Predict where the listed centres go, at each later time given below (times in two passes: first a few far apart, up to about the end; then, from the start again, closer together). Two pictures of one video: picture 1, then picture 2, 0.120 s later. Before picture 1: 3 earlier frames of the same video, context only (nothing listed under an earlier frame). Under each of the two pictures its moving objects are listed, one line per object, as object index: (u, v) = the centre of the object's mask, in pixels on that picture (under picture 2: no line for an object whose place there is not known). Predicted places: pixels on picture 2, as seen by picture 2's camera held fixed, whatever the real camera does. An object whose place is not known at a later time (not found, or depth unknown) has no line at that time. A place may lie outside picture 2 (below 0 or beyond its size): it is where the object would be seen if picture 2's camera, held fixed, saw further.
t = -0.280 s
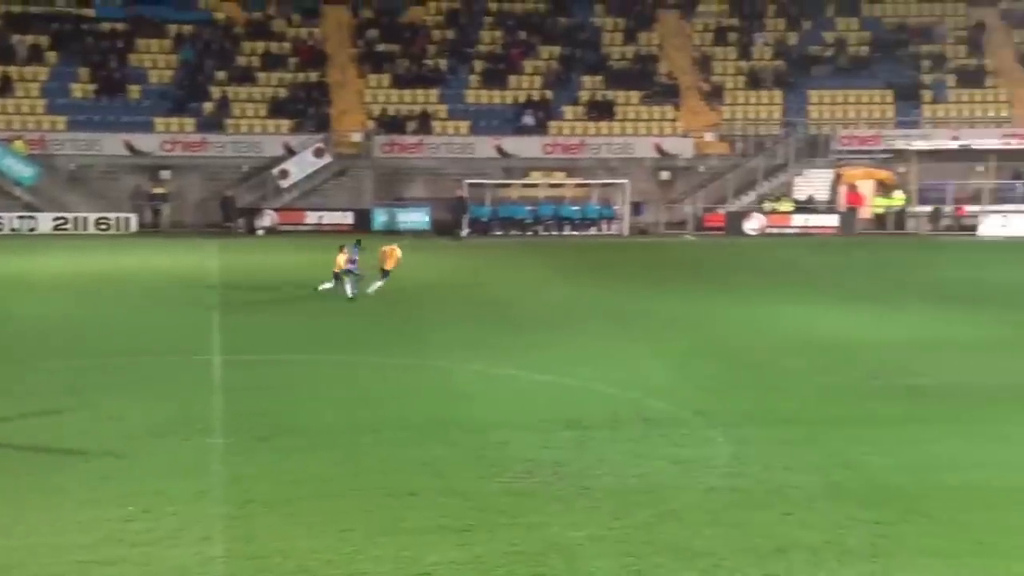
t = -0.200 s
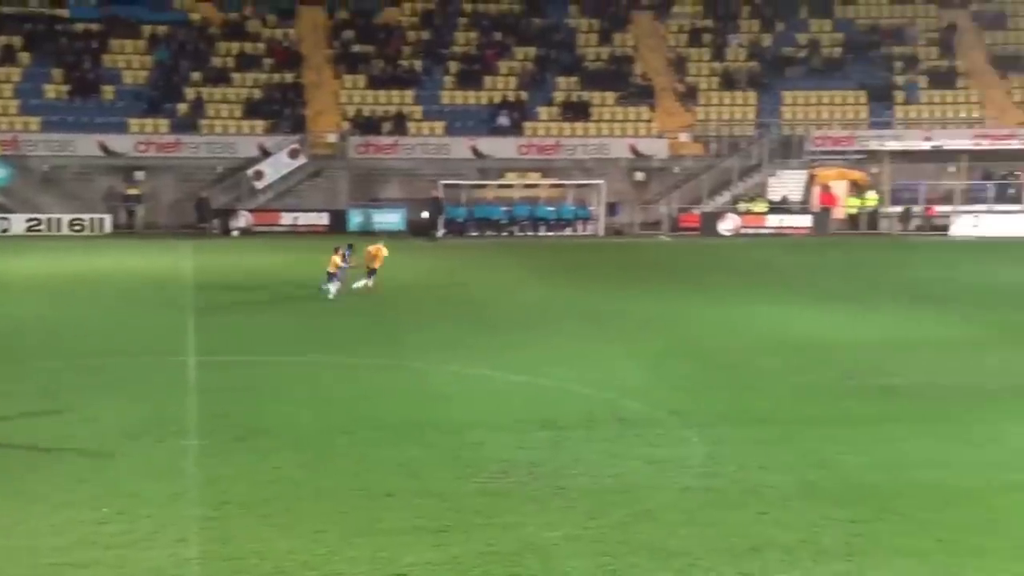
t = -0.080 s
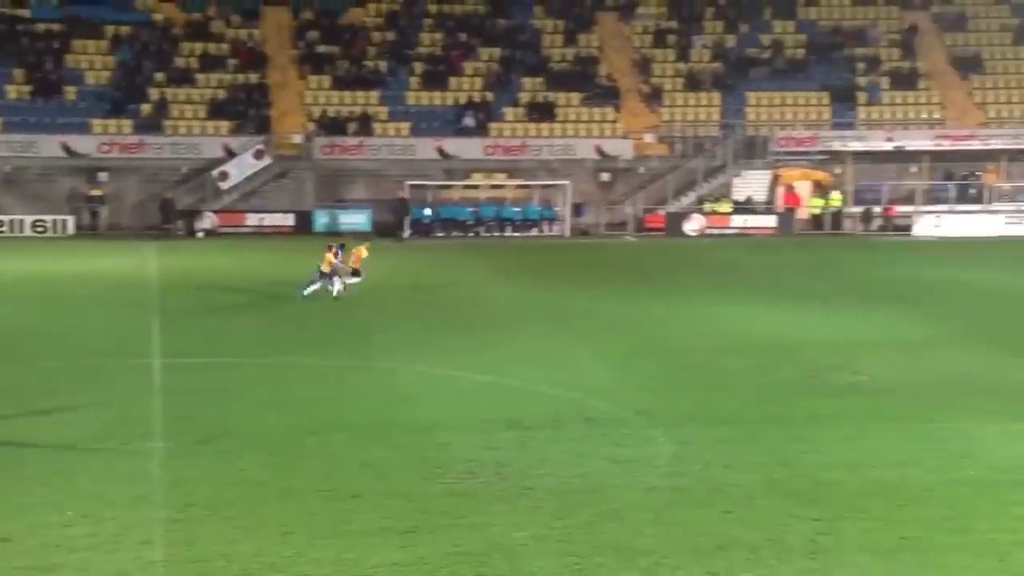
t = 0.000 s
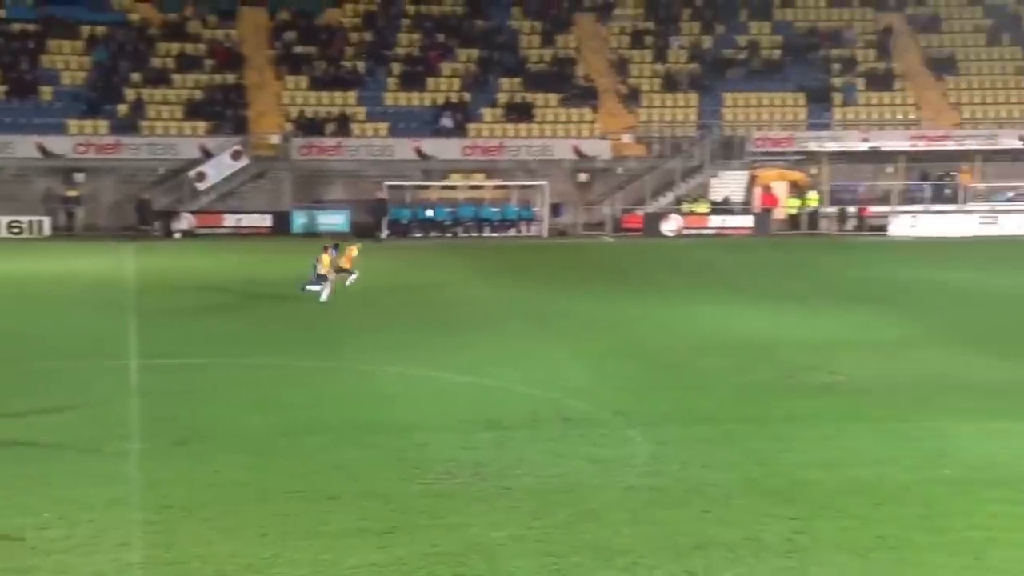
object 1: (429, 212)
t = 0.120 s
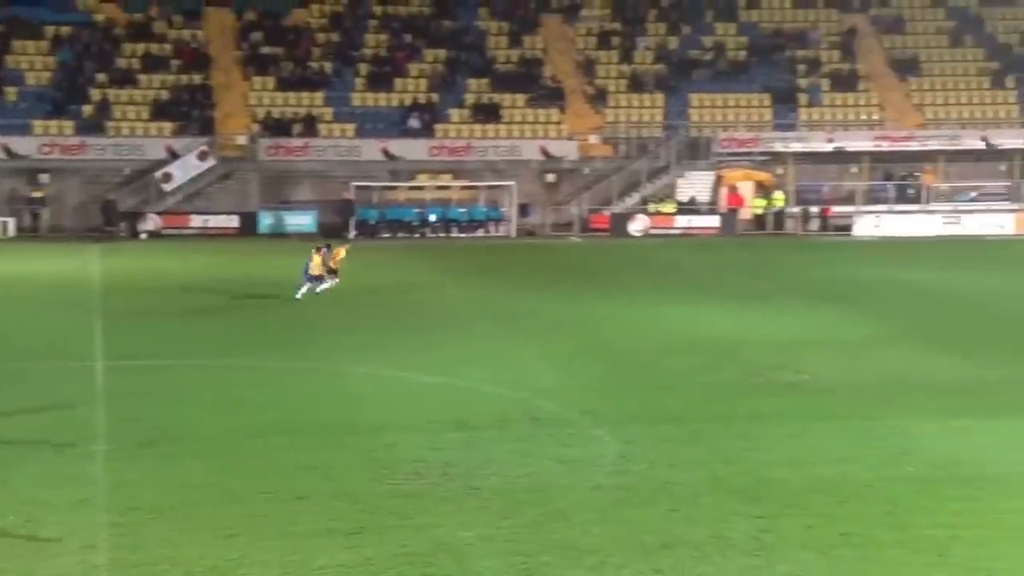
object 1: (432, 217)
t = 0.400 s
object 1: (512, 246)
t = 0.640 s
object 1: (576, 291)
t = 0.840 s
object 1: (614, 274)
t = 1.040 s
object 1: (649, 259)
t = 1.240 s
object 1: (685, 258)
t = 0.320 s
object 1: (490, 235)
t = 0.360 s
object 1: (501, 240)
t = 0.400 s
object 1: (512, 246)
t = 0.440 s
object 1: (522, 251)
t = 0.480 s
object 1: (533, 259)
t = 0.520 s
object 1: (544, 266)
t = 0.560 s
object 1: (555, 274)
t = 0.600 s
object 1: (565, 282)
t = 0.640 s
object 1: (576, 291)
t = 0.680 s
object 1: (586, 297)
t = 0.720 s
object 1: (593, 290)
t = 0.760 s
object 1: (600, 284)
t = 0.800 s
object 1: (607, 279)
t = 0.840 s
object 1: (614, 274)
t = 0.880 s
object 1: (621, 270)
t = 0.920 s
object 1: (628, 267)
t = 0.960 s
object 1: (635, 263)
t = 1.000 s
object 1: (642, 260)
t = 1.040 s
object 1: (649, 259)
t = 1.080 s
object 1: (656, 258)
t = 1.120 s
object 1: (664, 257)
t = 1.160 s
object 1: (670, 257)
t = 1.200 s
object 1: (677, 257)
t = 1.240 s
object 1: (685, 258)
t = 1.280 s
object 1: (692, 260)
